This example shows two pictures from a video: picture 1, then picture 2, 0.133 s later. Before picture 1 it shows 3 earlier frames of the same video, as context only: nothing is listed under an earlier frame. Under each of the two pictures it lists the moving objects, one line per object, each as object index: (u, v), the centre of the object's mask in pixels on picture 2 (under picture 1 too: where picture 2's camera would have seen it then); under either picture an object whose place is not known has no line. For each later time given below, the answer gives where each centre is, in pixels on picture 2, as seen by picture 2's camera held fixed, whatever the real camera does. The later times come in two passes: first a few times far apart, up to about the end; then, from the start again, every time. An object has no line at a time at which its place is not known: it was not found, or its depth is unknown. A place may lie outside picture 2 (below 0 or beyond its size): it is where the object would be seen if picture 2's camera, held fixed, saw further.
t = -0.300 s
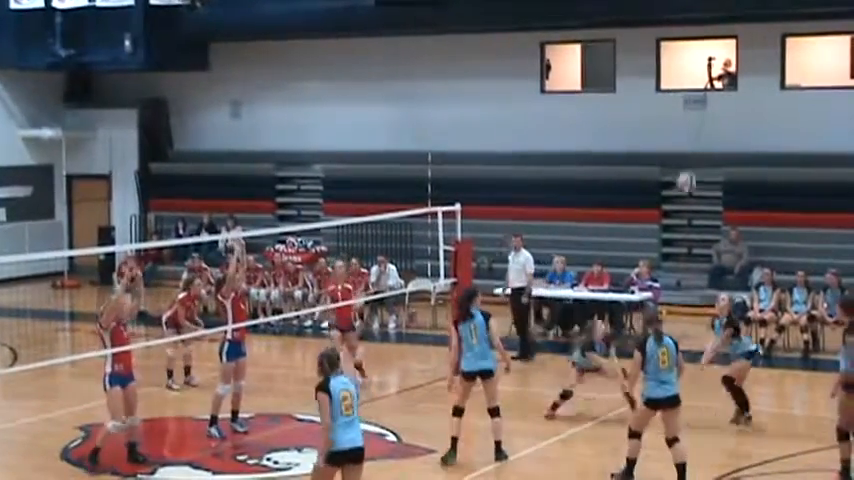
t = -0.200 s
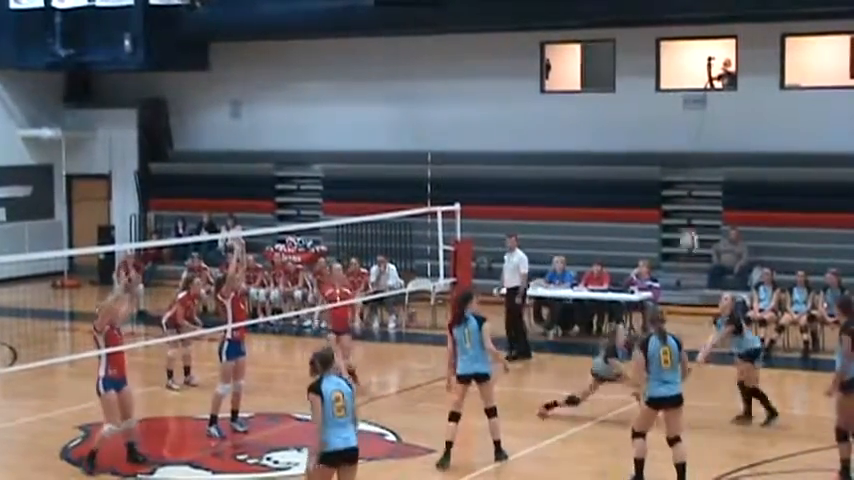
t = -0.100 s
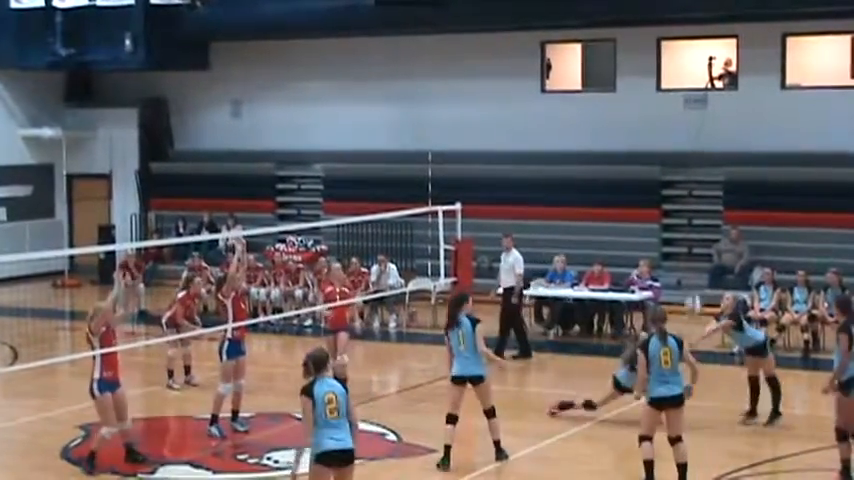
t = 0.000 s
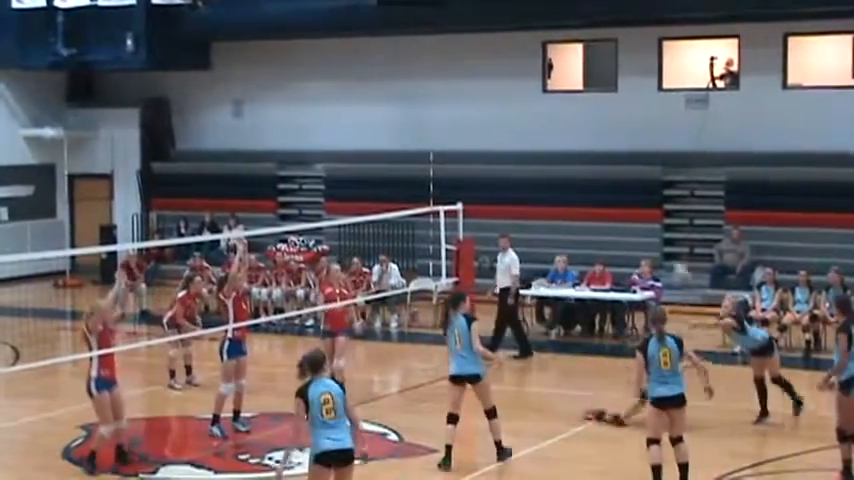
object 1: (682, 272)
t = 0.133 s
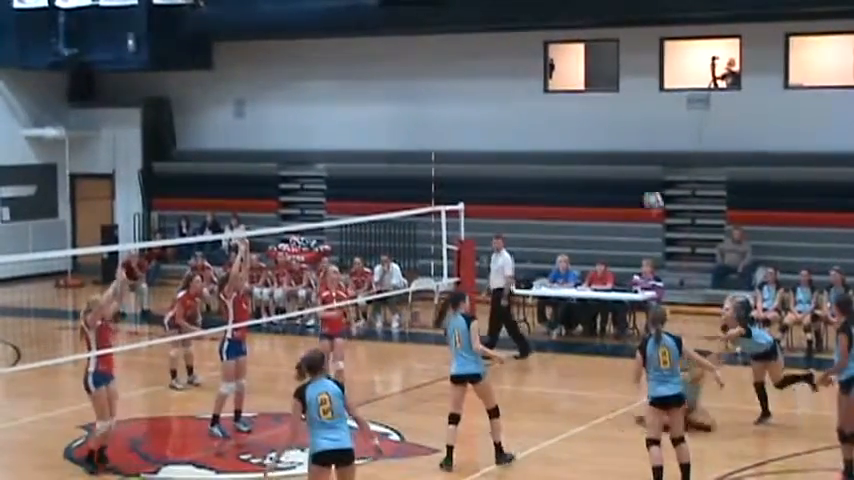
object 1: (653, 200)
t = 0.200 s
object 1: (640, 170)
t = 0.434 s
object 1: (592, 101)
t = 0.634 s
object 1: (555, 82)
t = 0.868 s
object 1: (515, 100)
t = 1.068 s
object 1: (481, 154)
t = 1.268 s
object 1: (450, 237)
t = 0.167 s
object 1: (646, 186)
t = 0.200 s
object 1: (640, 170)
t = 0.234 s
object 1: (632, 158)
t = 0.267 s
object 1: (629, 142)
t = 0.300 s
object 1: (617, 134)
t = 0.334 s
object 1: (613, 121)
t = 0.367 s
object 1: (605, 114)
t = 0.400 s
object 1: (601, 106)
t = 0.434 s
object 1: (592, 101)
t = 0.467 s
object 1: (588, 95)
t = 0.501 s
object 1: (581, 90)
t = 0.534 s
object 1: (573, 88)
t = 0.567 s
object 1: (568, 84)
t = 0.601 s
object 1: (562, 83)
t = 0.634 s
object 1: (555, 82)
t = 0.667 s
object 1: (549, 81)
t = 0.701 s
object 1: (542, 82)
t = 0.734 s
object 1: (537, 84)
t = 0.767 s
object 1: (530, 86)
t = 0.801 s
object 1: (525, 88)
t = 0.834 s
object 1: (520, 93)
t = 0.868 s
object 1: (515, 100)
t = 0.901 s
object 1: (508, 107)
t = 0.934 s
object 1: (503, 115)
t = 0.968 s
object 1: (497, 125)
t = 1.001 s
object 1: (492, 133)
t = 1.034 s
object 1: (485, 138)
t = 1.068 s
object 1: (481, 154)
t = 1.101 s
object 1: (474, 166)
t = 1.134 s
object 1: (469, 179)
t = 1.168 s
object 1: (465, 192)
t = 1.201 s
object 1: (460, 204)
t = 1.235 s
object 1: (454, 218)
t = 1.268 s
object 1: (450, 237)
